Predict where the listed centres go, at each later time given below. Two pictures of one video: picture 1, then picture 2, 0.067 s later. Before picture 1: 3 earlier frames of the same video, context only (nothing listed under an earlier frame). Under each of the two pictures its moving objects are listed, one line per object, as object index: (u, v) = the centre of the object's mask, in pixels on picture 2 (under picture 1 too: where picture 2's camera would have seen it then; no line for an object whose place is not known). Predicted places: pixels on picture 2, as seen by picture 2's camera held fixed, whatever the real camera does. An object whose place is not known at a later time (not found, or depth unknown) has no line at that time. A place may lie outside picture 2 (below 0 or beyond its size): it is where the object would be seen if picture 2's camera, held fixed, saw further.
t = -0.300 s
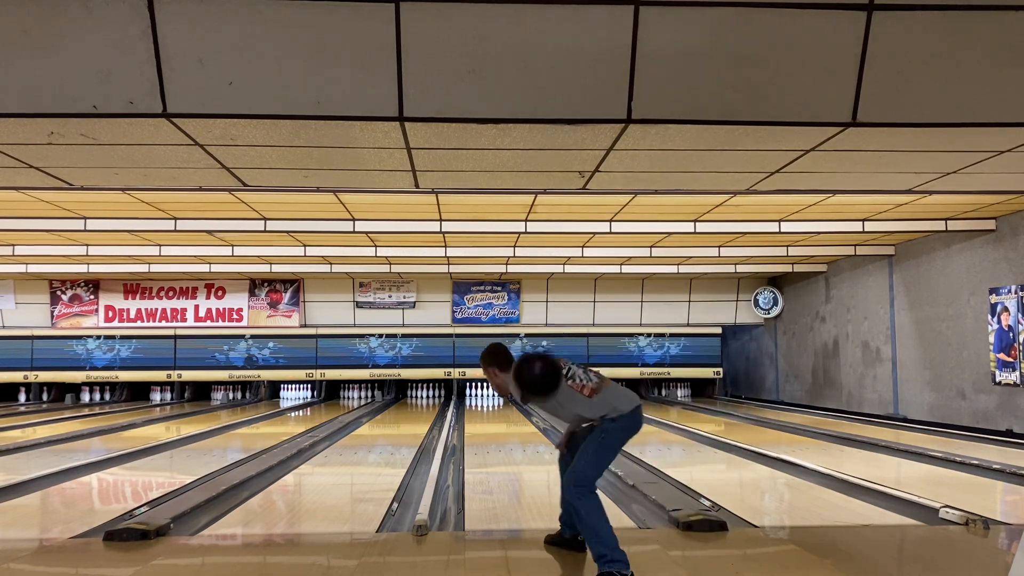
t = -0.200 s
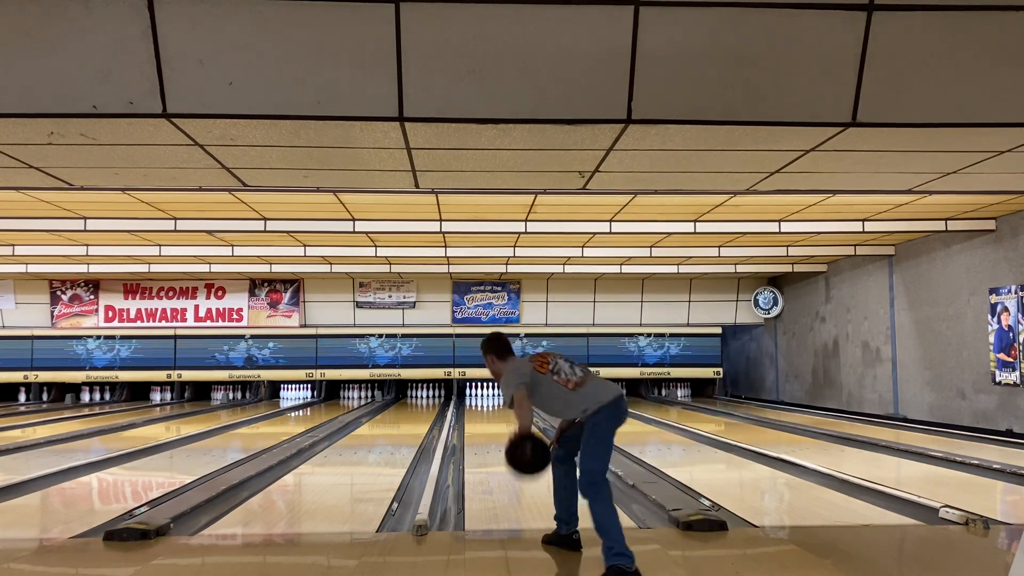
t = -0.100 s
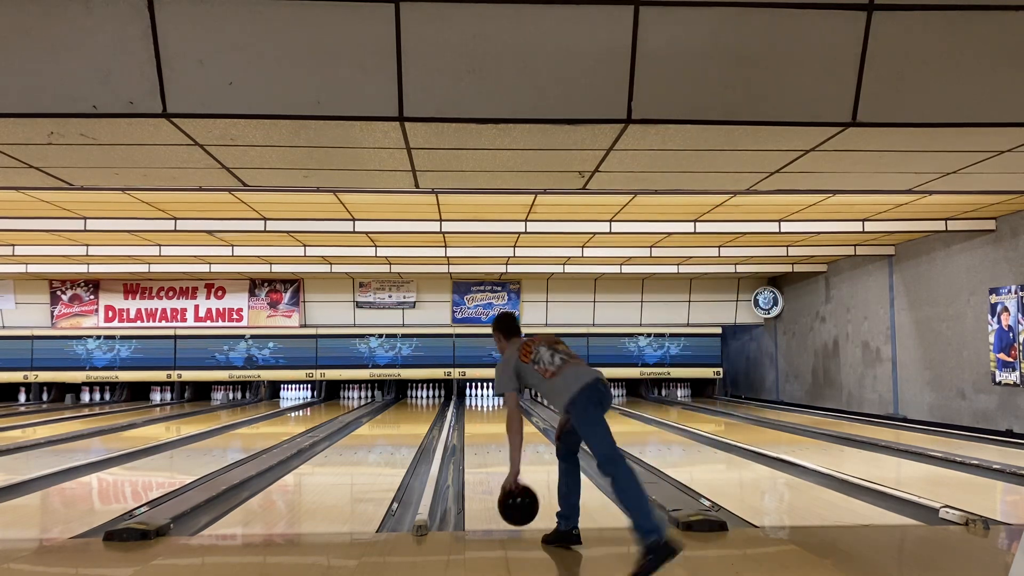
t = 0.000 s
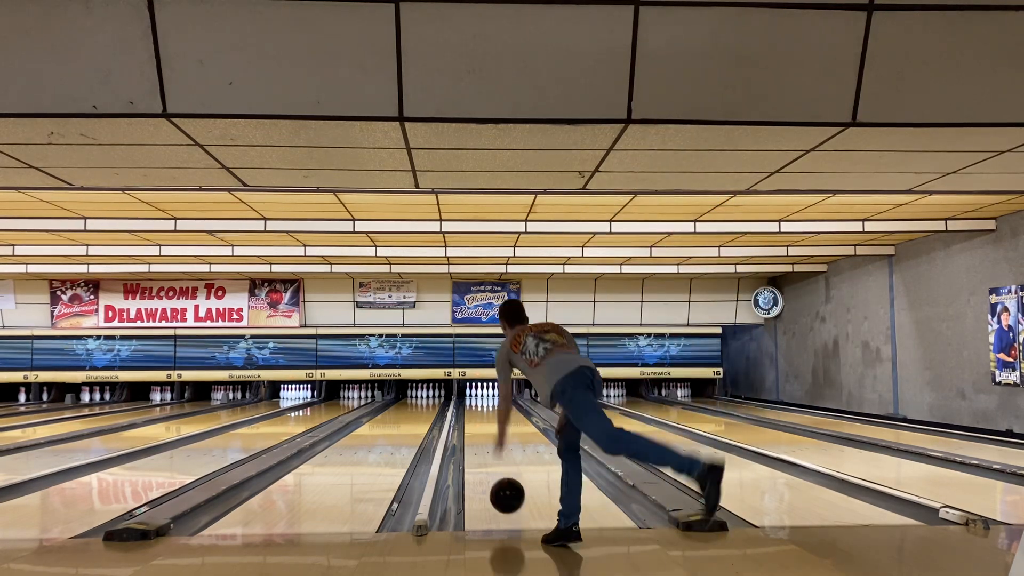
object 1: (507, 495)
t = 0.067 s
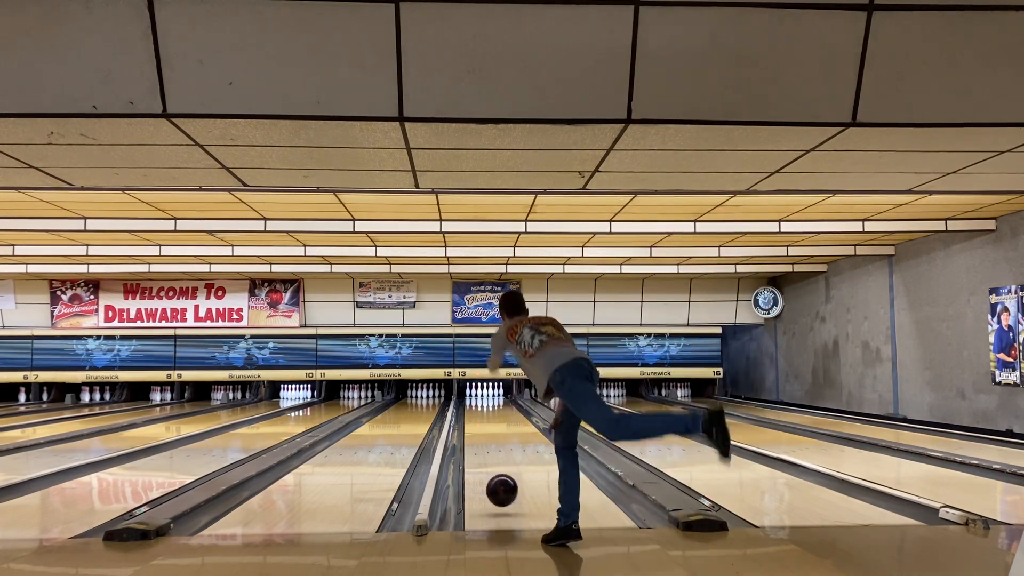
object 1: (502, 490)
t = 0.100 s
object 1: (500, 490)
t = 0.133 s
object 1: (498, 485)
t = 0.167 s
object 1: (496, 481)
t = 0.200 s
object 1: (494, 475)
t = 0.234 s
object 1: (492, 468)
